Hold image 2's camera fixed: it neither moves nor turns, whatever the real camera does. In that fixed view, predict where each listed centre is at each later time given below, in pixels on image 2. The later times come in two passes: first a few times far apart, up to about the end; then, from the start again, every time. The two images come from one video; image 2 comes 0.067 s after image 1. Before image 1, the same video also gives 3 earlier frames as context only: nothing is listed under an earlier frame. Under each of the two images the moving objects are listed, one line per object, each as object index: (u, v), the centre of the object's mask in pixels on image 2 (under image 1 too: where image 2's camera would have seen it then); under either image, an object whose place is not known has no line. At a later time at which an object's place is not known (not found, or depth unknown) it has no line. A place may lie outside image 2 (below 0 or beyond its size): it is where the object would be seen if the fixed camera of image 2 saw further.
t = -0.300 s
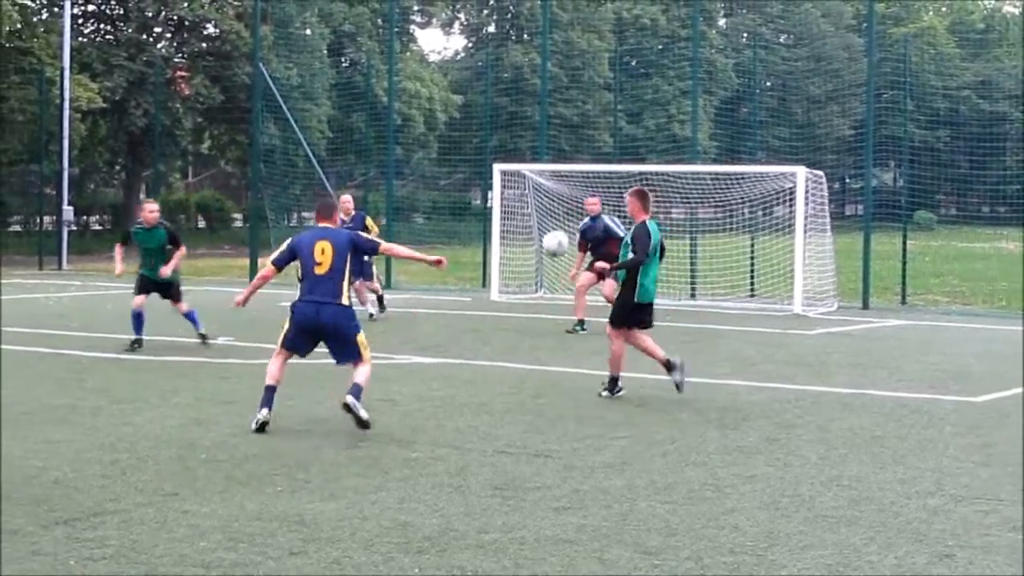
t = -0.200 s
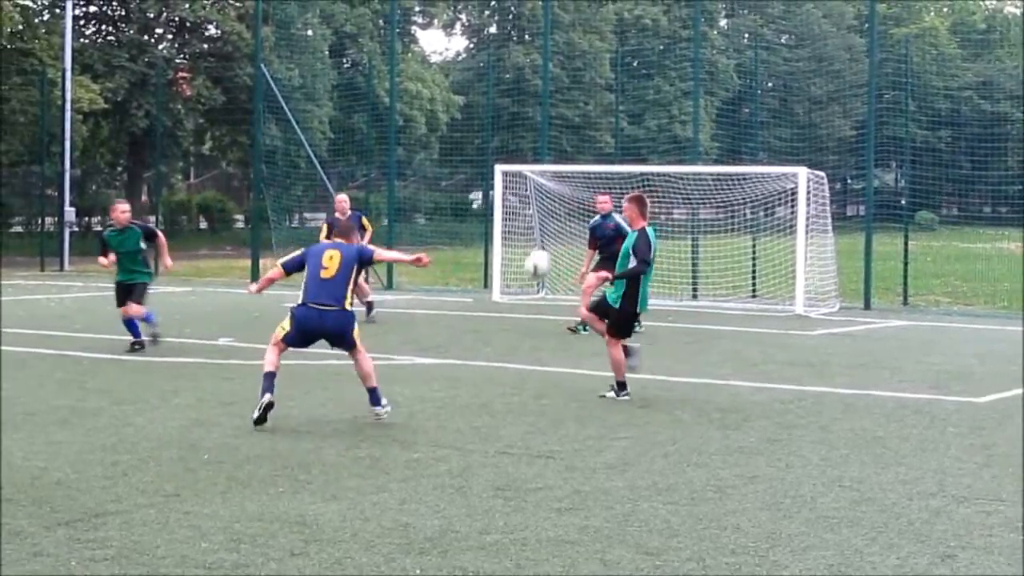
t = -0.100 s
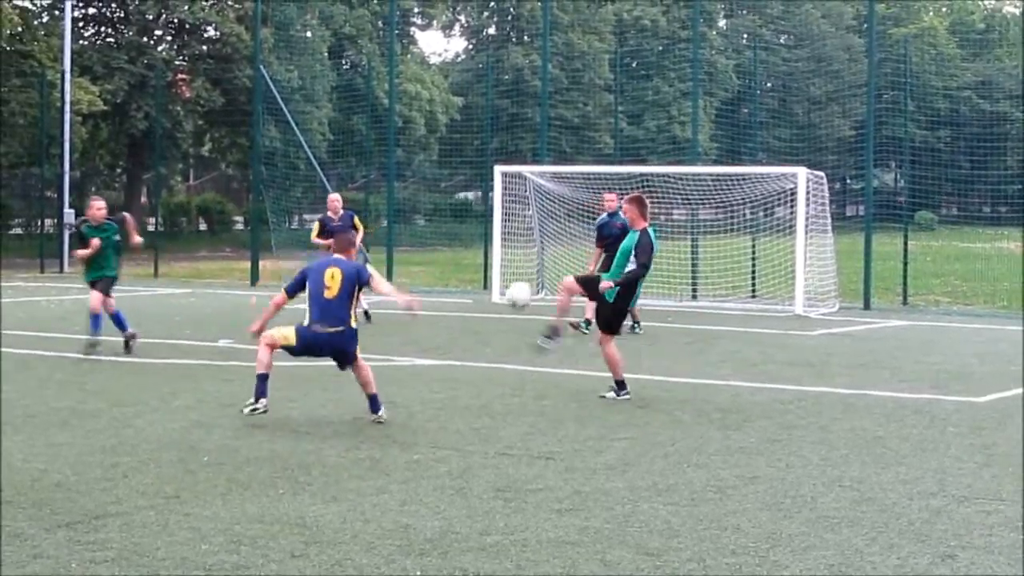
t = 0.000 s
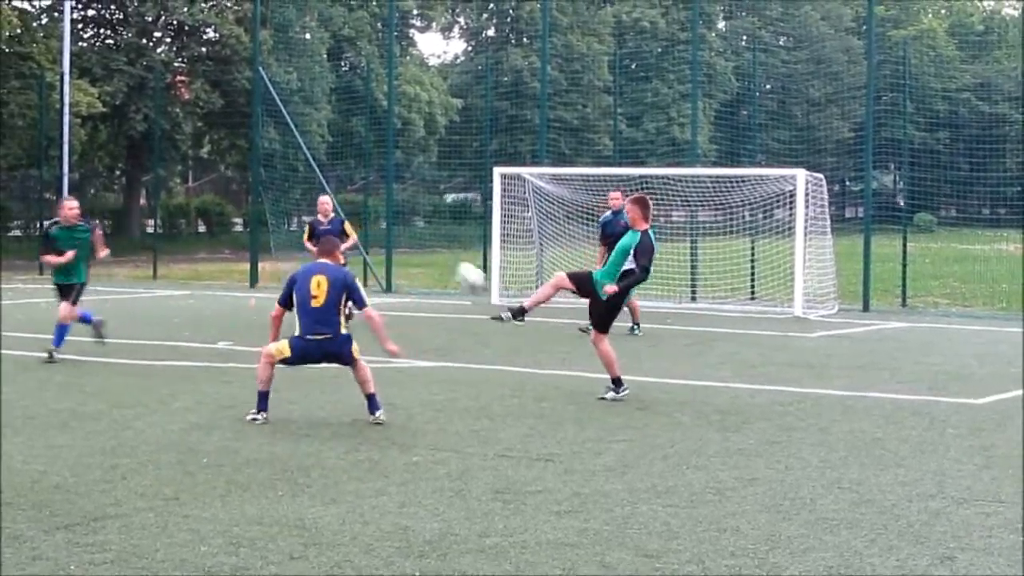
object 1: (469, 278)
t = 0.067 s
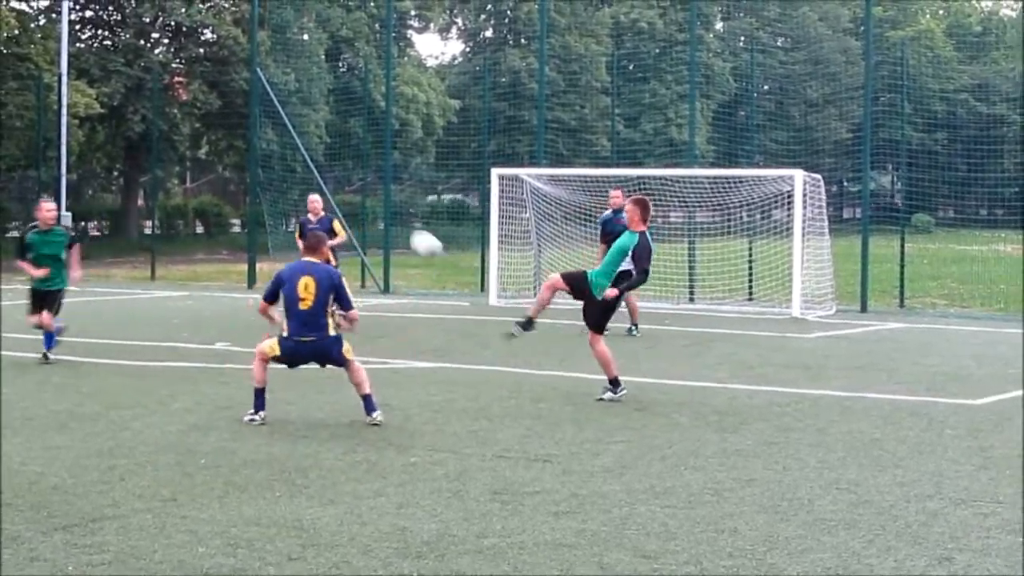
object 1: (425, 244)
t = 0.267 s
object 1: (304, 179)
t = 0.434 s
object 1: (220, 161)
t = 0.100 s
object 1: (405, 229)
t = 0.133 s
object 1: (384, 217)
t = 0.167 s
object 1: (363, 205)
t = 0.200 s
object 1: (344, 194)
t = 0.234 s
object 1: (323, 186)
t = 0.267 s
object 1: (304, 179)
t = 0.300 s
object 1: (285, 171)
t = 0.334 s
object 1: (267, 166)
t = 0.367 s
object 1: (250, 163)
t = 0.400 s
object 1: (234, 163)
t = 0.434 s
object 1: (220, 161)
